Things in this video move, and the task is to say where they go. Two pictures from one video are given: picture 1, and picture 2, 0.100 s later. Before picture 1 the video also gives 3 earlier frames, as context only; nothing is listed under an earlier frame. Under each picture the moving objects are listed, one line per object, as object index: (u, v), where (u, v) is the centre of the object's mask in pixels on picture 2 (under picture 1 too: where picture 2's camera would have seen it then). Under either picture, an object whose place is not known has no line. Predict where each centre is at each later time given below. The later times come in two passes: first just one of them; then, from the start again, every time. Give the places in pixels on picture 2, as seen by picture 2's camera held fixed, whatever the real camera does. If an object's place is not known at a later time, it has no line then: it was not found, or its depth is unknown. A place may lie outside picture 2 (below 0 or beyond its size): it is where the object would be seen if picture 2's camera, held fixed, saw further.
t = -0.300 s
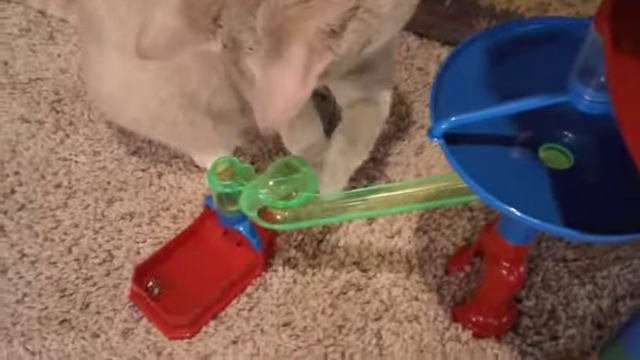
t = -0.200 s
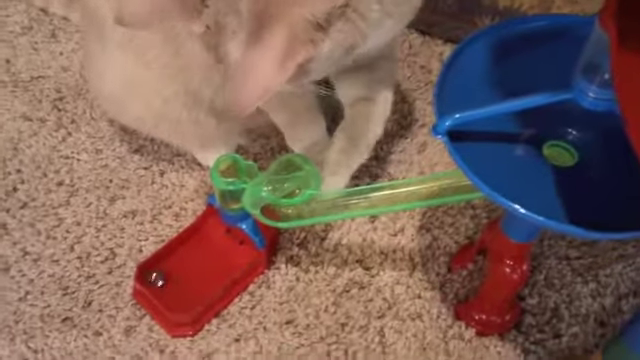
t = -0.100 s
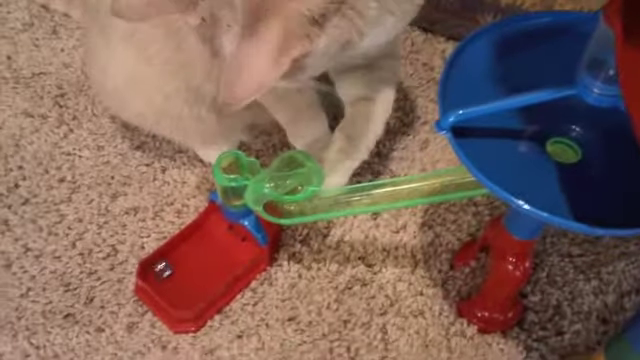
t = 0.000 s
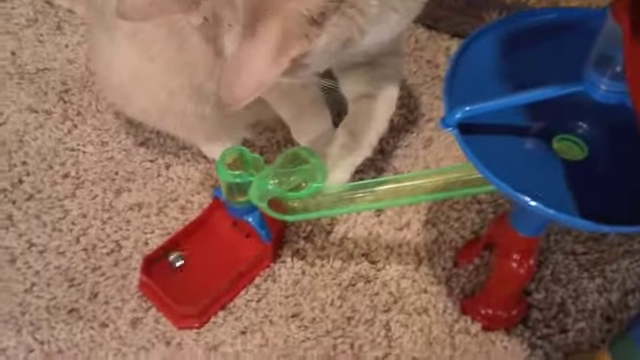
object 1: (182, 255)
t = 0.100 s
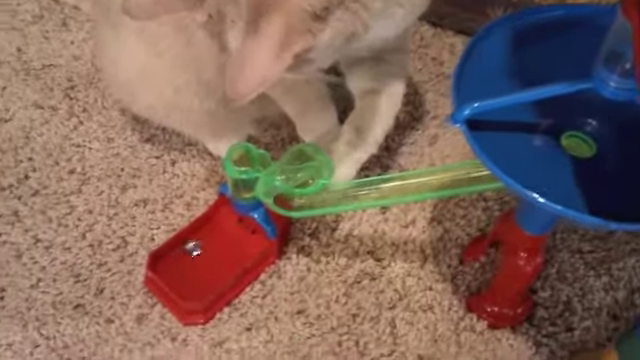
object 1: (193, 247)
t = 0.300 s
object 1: (223, 231)
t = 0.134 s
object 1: (197, 246)
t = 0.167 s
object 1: (202, 243)
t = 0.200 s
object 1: (207, 239)
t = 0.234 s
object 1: (213, 237)
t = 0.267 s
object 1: (220, 232)
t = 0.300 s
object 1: (223, 231)
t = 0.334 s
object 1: (225, 233)
